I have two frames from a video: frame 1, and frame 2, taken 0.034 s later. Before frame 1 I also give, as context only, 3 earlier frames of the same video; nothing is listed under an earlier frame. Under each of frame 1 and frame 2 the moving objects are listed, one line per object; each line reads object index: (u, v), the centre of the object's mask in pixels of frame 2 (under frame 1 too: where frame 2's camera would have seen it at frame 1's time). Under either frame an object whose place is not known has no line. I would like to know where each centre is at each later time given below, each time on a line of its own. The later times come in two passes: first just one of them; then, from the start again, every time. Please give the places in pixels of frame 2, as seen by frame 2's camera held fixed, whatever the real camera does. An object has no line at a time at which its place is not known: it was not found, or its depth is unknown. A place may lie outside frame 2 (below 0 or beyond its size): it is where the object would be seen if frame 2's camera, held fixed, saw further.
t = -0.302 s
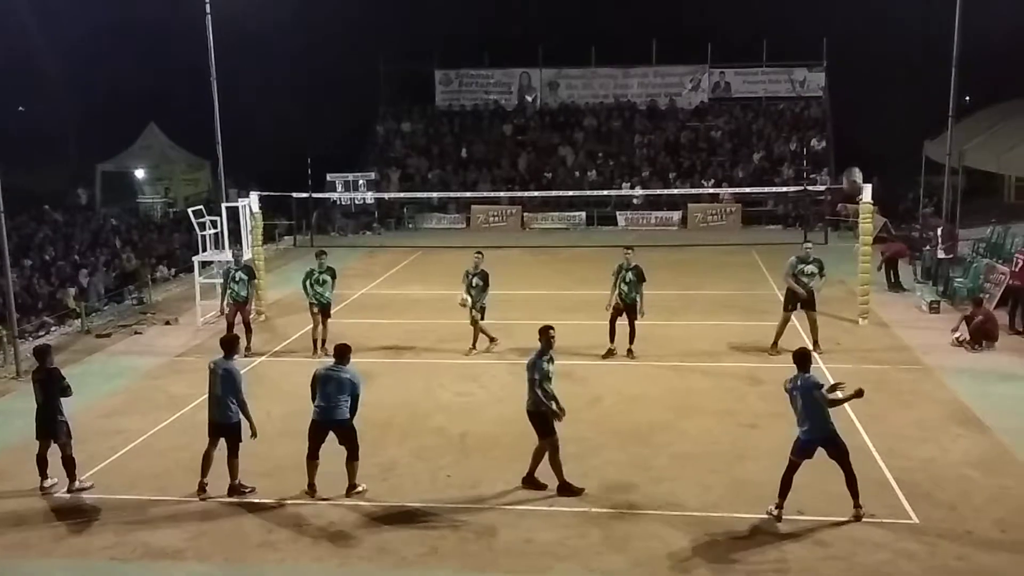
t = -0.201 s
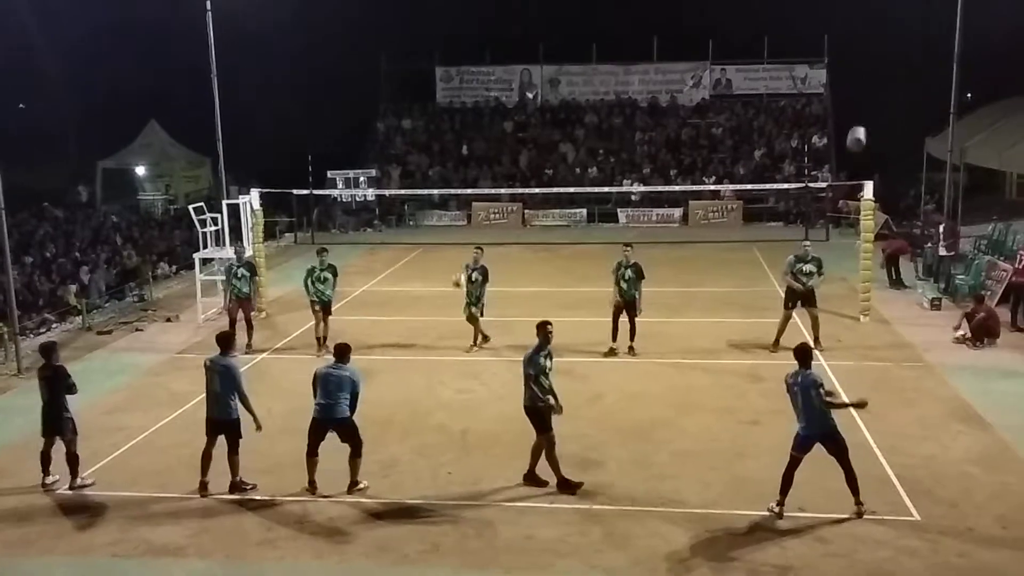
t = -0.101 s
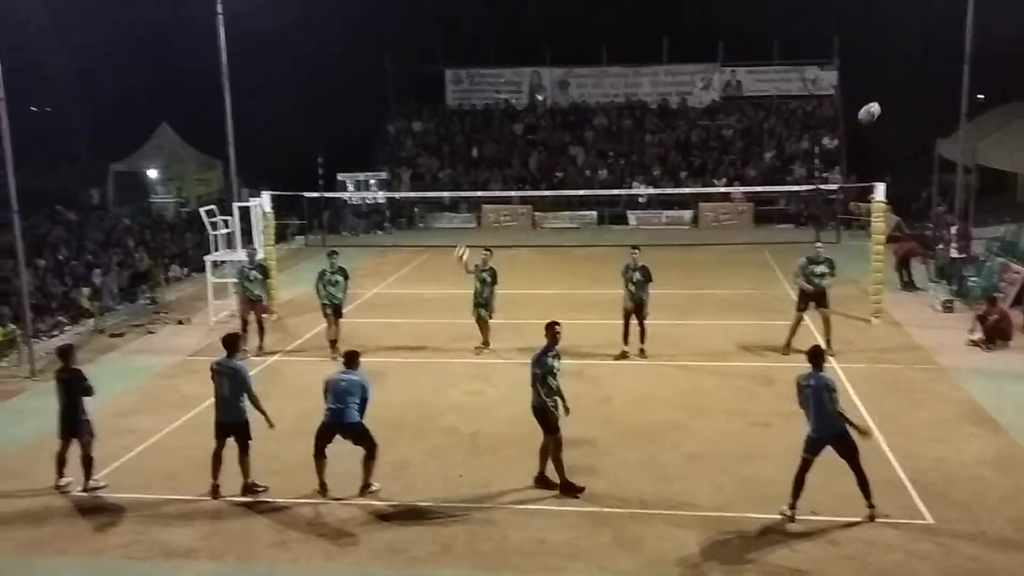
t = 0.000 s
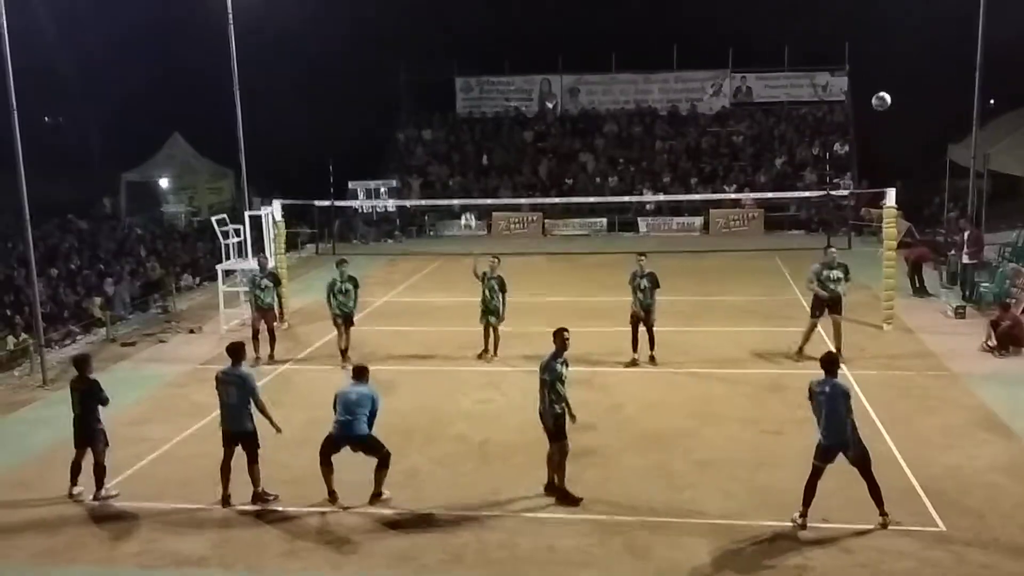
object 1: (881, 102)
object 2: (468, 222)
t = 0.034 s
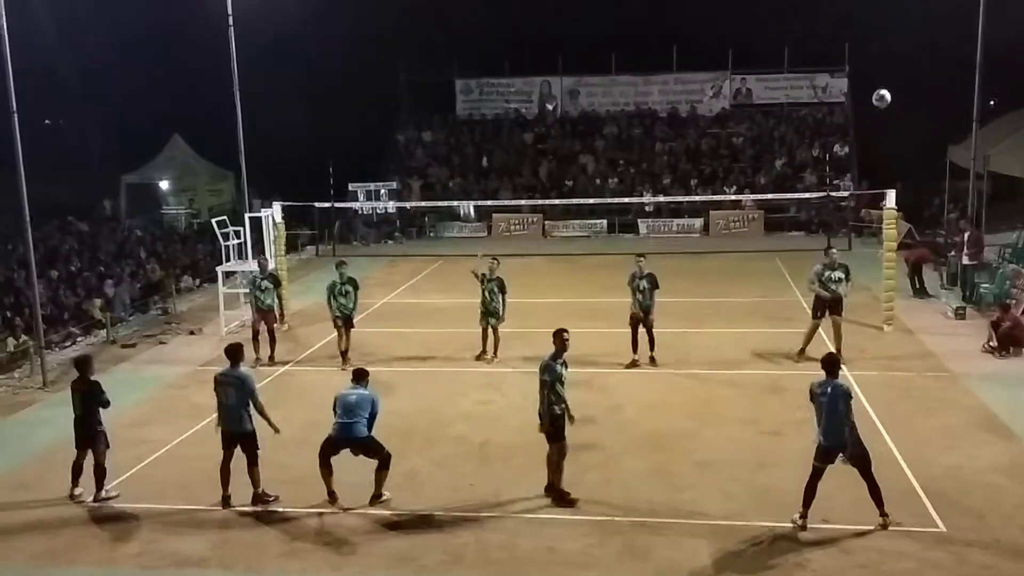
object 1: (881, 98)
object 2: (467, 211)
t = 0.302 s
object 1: (883, 100)
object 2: (460, 137)
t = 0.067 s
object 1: (882, 96)
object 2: (466, 198)
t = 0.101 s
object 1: (882, 93)
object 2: (465, 188)
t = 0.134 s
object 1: (882, 92)
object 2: (464, 177)
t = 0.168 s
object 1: (882, 92)
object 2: (464, 168)
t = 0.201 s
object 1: (883, 93)
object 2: (462, 160)
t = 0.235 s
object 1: (883, 94)
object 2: (461, 151)
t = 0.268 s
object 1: (883, 97)
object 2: (461, 143)
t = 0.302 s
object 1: (883, 100)
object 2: (460, 137)
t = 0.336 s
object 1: (883, 103)
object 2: (459, 132)
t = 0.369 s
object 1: (883, 108)
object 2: (459, 127)
